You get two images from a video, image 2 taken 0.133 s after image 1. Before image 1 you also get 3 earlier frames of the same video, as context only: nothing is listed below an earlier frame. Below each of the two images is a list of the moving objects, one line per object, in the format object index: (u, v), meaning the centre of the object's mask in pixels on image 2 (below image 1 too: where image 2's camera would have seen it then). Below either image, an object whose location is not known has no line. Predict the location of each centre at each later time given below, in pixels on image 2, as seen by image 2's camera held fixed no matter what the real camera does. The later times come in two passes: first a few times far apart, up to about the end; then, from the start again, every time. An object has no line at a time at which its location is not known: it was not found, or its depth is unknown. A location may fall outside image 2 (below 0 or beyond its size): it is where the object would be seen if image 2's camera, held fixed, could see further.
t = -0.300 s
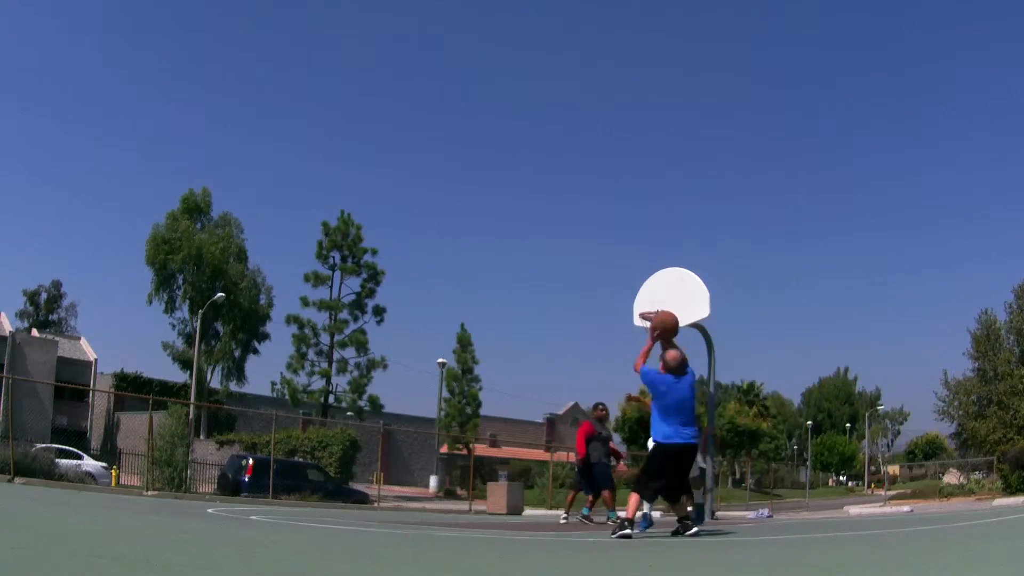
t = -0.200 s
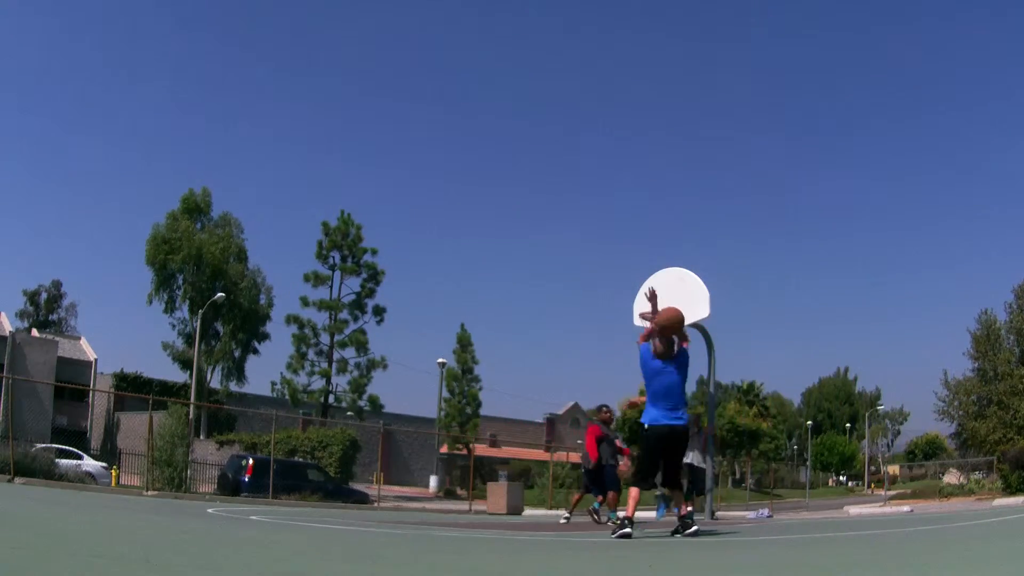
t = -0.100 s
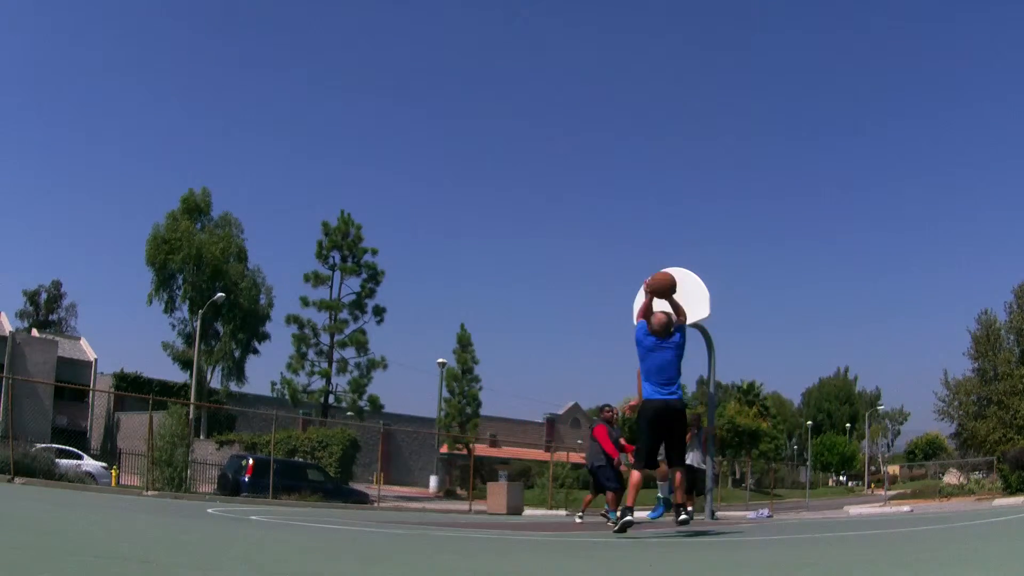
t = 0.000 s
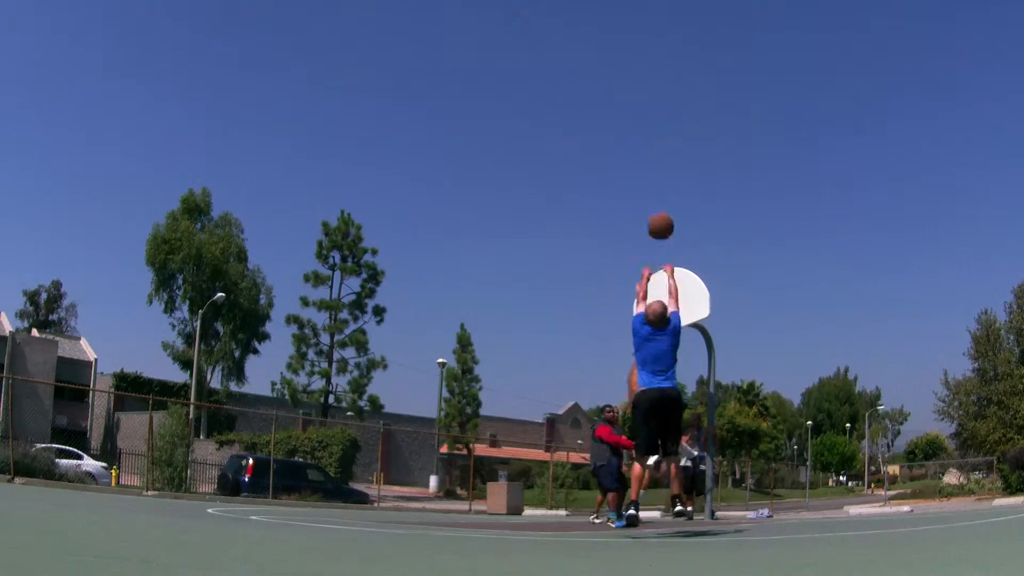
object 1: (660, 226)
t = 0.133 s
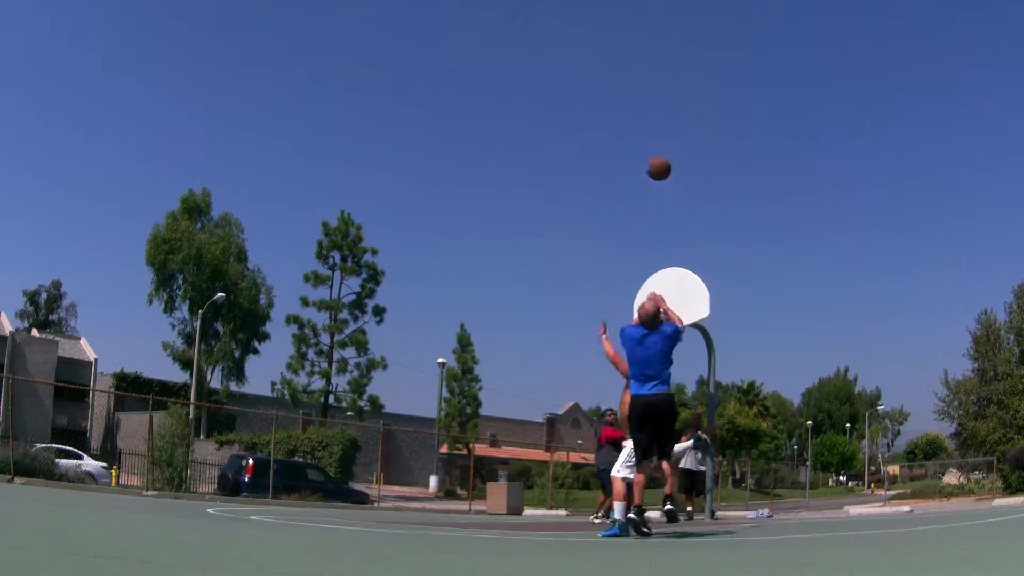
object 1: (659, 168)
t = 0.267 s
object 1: (657, 135)
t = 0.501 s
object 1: (655, 120)
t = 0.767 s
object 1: (655, 153)
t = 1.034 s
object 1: (655, 229)
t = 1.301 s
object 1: (653, 281)
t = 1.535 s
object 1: (649, 233)
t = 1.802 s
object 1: (645, 221)
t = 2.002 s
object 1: (642, 241)
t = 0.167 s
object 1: (659, 158)
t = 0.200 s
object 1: (658, 149)
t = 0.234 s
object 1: (658, 141)
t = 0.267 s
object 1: (657, 135)
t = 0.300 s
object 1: (657, 130)
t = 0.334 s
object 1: (657, 126)
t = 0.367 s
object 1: (656, 122)
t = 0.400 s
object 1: (656, 120)
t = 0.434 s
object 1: (656, 119)
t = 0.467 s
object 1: (656, 119)
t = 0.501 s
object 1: (655, 120)
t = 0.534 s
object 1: (655, 121)
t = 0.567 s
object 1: (655, 124)
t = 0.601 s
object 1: (655, 127)
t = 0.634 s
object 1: (655, 130)
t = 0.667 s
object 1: (655, 135)
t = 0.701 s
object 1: (655, 140)
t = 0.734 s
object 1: (655, 146)
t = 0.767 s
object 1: (655, 153)
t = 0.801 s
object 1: (655, 160)
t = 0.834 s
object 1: (655, 168)
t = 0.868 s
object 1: (655, 177)
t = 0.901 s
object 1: (655, 186)
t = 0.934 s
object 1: (655, 196)
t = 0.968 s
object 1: (655, 206)
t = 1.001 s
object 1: (655, 217)
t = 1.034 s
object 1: (655, 229)
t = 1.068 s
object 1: (655, 241)
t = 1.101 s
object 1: (655, 255)
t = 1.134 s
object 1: (655, 268)
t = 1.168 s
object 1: (655, 282)
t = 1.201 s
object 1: (655, 296)
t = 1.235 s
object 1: (655, 302)
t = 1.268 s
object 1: (654, 291)
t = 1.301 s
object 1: (653, 281)
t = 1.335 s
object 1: (653, 272)
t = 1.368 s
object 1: (653, 264)
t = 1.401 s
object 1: (652, 256)
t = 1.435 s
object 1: (651, 249)
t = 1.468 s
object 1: (651, 243)
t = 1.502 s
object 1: (650, 237)
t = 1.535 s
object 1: (649, 233)
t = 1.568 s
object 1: (649, 229)
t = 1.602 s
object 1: (648, 226)
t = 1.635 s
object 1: (648, 224)
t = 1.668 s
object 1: (647, 222)
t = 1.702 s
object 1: (646, 220)
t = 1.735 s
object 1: (646, 220)
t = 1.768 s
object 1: (646, 220)
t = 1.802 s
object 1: (645, 221)
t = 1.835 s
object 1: (644, 223)
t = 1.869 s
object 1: (644, 225)
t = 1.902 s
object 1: (643, 228)
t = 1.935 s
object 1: (643, 232)
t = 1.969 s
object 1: (642, 236)
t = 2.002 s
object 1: (642, 241)
